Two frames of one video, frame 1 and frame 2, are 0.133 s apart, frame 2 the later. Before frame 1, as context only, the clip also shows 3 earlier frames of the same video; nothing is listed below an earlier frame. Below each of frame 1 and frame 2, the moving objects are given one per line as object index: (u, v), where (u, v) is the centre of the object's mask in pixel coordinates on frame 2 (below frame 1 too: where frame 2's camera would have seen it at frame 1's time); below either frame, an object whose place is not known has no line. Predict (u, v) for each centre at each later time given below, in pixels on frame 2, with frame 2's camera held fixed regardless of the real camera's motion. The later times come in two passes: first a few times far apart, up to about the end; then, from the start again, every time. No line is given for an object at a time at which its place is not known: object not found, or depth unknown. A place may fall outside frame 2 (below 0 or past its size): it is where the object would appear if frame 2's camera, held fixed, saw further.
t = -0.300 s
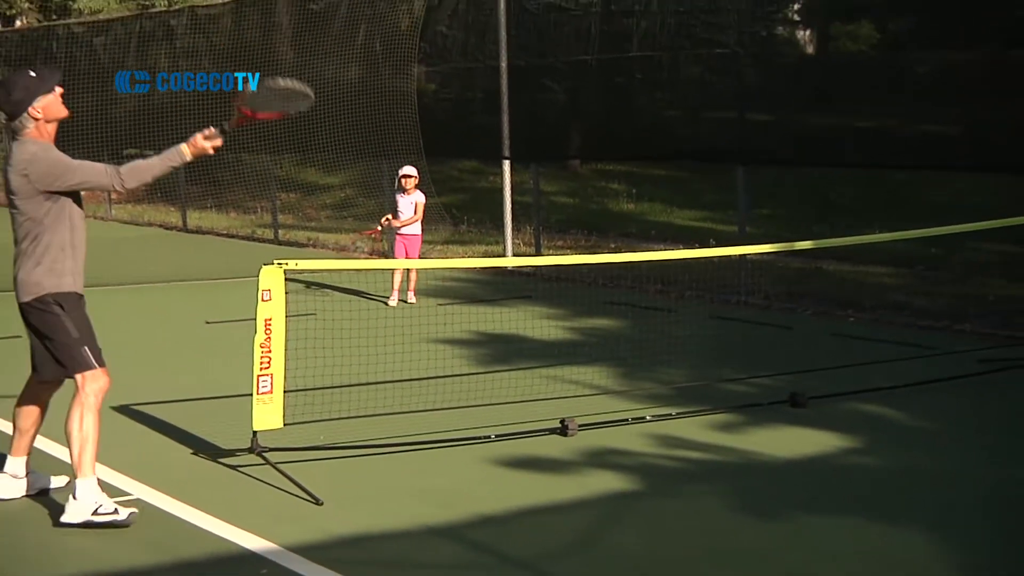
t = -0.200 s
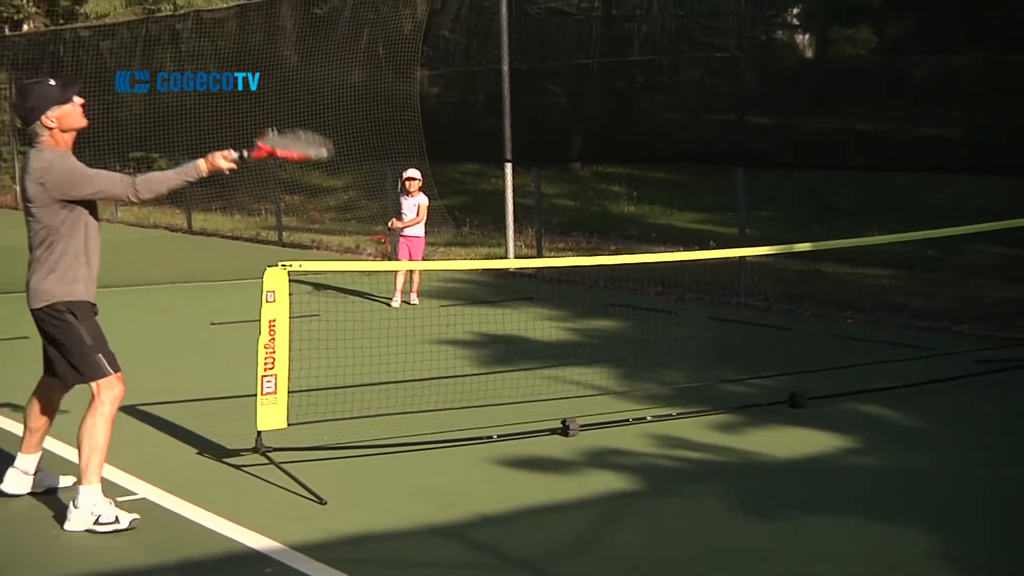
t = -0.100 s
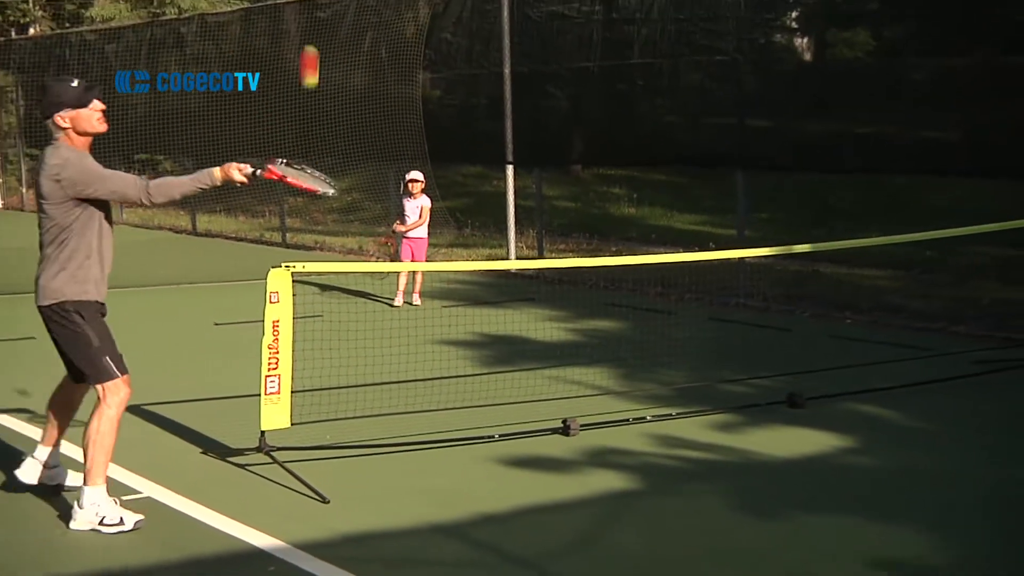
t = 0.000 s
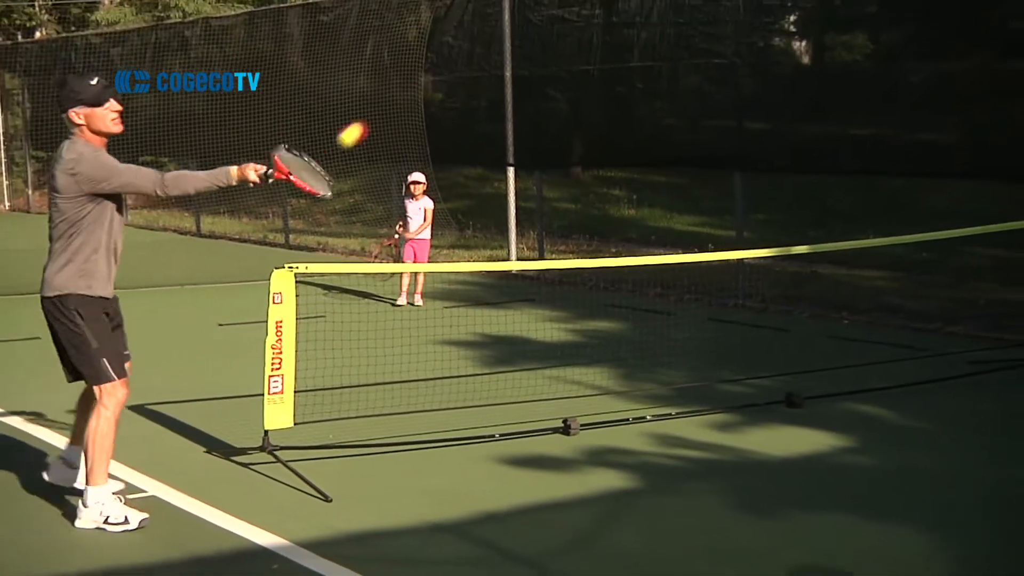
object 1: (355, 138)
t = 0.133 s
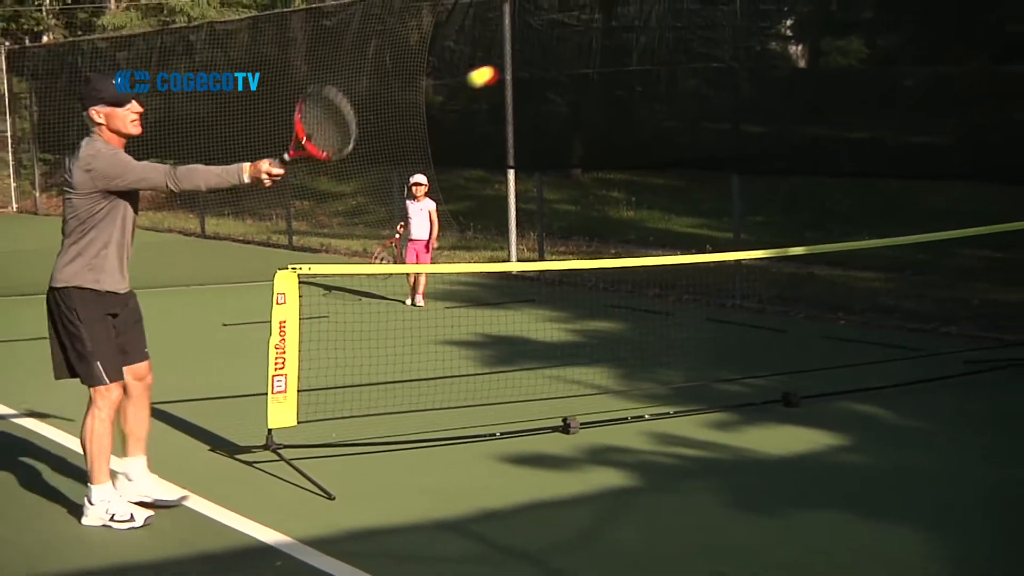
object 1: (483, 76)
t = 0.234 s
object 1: (577, 65)
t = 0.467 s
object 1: (789, 138)
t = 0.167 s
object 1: (515, 68)
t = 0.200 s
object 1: (546, 65)
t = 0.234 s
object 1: (577, 65)
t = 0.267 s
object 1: (607, 66)
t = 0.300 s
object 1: (638, 71)
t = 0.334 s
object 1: (669, 78)
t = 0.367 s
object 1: (699, 89)
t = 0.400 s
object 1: (728, 102)
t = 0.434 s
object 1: (758, 118)
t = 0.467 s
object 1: (789, 138)
